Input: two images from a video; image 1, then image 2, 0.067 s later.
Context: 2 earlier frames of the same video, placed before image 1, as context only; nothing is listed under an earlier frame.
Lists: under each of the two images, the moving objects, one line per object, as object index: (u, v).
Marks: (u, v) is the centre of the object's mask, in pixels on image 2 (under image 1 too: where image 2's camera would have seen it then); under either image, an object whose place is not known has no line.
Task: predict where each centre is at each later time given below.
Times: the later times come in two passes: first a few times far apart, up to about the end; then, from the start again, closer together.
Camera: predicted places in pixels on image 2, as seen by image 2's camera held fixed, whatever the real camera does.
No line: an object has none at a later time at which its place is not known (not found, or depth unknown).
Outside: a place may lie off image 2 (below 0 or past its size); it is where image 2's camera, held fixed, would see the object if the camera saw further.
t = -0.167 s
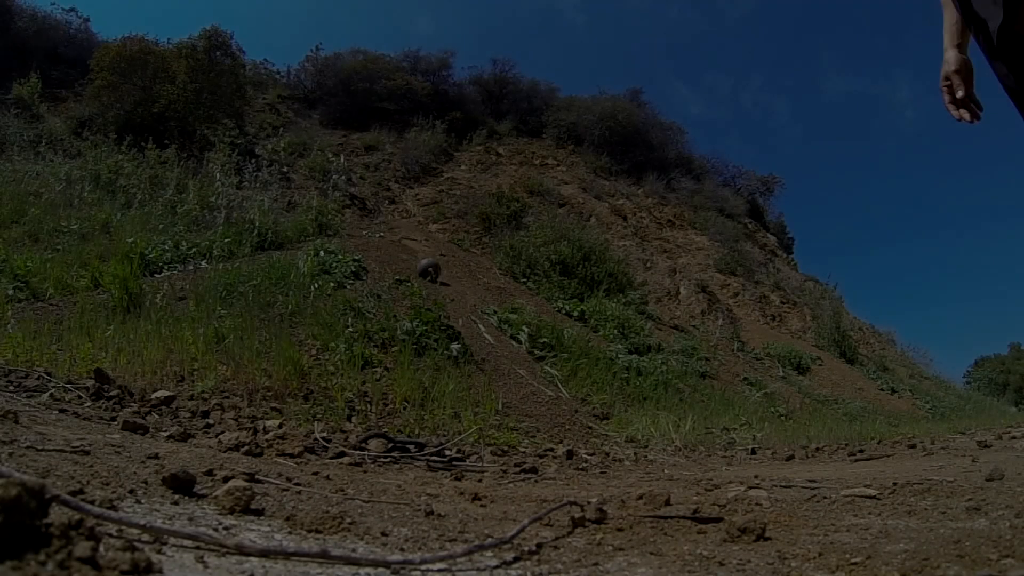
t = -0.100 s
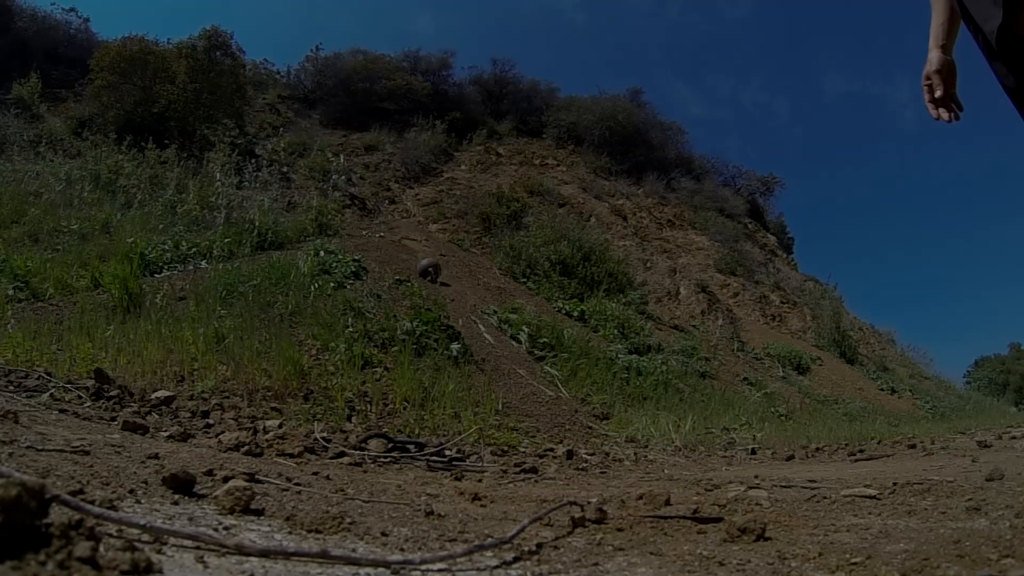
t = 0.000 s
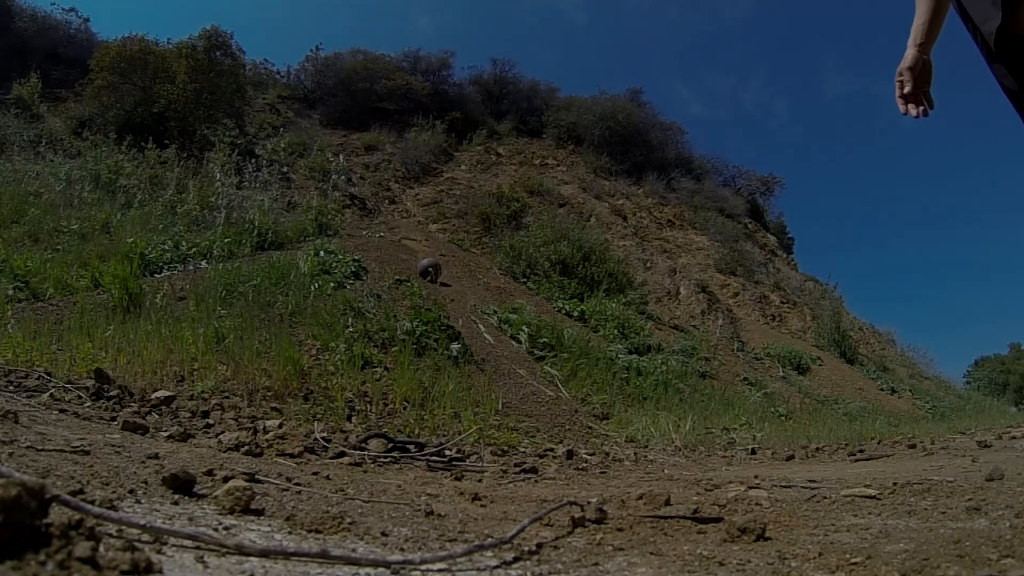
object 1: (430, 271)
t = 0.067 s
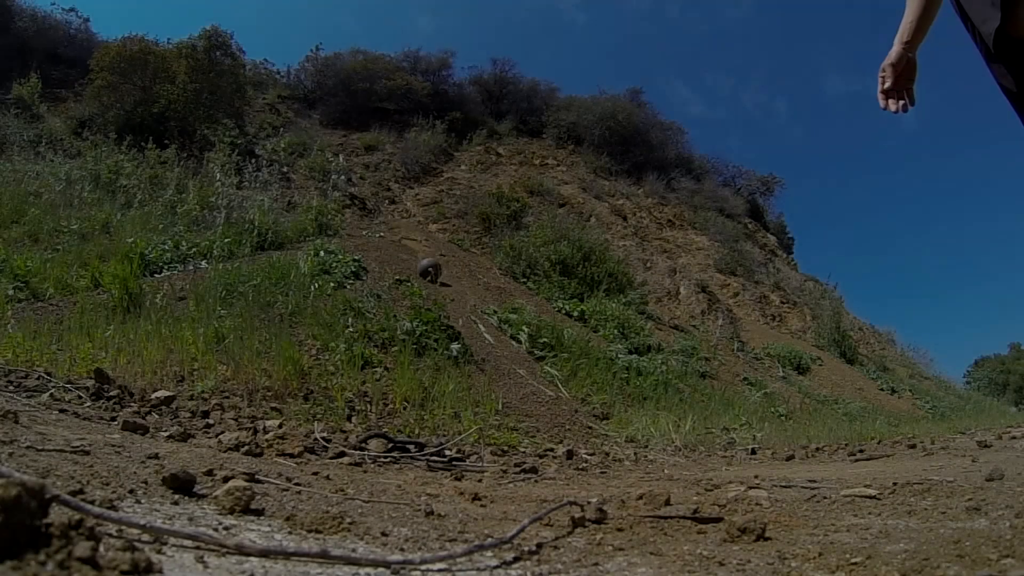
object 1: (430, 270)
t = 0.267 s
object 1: (431, 271)
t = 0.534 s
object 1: (432, 271)
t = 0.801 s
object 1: (433, 273)
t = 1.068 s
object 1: (435, 275)
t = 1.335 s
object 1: (438, 276)
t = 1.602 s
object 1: (441, 278)
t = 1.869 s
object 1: (444, 281)
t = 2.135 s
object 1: (447, 283)
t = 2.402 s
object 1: (451, 287)
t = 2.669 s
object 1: (456, 291)
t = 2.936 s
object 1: (460, 296)
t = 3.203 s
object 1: (465, 302)
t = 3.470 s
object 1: (469, 308)
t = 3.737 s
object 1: (477, 316)
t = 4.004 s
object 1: (484, 326)
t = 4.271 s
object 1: (495, 337)
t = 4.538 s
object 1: (508, 352)
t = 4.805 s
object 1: (523, 367)
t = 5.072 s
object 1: (544, 381)
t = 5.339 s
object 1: (570, 402)
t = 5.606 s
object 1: (606, 413)
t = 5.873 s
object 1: (655, 414)
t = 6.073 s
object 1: (702, 425)
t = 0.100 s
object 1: (430, 271)
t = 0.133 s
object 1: (430, 270)
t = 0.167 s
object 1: (431, 270)
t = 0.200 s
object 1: (430, 271)
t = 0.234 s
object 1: (430, 271)
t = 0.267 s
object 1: (431, 271)
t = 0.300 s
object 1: (431, 271)
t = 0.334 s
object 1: (431, 271)
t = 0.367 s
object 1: (431, 271)
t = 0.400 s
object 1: (431, 271)
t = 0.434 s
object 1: (431, 271)
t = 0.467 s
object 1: (432, 271)
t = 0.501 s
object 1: (432, 271)
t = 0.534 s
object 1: (432, 271)
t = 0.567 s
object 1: (432, 272)
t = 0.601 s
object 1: (432, 272)
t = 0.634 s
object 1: (432, 272)
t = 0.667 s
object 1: (433, 272)
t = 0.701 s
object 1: (433, 273)
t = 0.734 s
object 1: (433, 273)
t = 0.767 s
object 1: (434, 273)
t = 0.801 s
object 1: (433, 273)
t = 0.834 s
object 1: (434, 273)
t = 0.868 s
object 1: (434, 273)
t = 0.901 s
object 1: (434, 274)
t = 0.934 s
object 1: (434, 274)
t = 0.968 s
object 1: (435, 274)
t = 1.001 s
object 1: (435, 274)
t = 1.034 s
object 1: (435, 274)
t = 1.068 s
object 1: (435, 275)
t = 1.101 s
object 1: (436, 275)
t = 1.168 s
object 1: (436, 275)
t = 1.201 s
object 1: (436, 275)
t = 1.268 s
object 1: (437, 276)
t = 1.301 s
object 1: (438, 276)
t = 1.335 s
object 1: (438, 276)
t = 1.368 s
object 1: (438, 276)
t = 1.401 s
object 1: (438, 277)
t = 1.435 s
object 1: (439, 277)
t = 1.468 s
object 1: (439, 277)
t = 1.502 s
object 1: (440, 277)
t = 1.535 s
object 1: (440, 278)
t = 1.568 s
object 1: (440, 278)
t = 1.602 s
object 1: (441, 278)
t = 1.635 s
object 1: (441, 279)
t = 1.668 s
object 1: (441, 279)
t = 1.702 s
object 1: (442, 279)
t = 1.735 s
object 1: (442, 280)
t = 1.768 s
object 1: (442, 280)
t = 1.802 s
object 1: (443, 280)
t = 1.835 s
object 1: (443, 281)
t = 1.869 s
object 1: (444, 281)
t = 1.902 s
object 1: (444, 281)
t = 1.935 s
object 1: (445, 281)
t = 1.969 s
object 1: (445, 282)
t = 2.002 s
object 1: (446, 282)
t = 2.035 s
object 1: (446, 282)
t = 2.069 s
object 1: (447, 283)
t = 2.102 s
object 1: (447, 283)
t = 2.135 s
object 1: (447, 283)
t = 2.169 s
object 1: (448, 284)
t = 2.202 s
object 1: (449, 284)
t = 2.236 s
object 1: (449, 285)
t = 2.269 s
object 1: (449, 285)
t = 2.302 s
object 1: (450, 285)
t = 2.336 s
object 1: (450, 286)
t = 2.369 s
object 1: (451, 286)
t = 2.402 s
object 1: (451, 287)
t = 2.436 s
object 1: (452, 287)
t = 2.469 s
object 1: (452, 289)
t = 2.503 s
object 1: (452, 289)
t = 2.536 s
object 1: (453, 289)
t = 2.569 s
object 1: (454, 290)
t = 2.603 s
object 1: (454, 290)
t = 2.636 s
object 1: (455, 291)
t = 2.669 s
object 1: (456, 291)
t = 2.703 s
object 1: (456, 292)
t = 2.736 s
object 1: (457, 293)
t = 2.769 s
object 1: (457, 293)
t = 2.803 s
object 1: (458, 294)
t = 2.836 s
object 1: (458, 294)
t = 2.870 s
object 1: (459, 295)
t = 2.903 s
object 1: (459, 295)
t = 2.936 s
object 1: (460, 296)
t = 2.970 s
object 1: (461, 297)
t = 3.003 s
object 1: (462, 298)
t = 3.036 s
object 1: (462, 298)
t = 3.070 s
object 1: (462, 299)
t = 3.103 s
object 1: (463, 299)
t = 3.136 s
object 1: (463, 300)
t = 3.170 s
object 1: (464, 301)
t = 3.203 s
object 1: (465, 302)
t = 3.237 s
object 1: (465, 302)
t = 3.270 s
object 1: (466, 303)
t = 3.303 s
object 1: (466, 304)
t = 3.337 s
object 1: (467, 305)
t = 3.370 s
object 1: (468, 306)
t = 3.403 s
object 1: (468, 306)
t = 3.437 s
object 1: (469, 307)
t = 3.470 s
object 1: (469, 308)
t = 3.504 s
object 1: (470, 309)
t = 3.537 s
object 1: (471, 310)
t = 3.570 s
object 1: (472, 311)
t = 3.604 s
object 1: (472, 312)
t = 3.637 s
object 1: (474, 313)
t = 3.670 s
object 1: (475, 313)
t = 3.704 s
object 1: (476, 315)
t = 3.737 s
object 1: (477, 316)
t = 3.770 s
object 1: (477, 317)
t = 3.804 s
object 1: (478, 318)
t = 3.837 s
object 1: (479, 319)
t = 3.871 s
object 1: (480, 320)
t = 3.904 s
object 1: (481, 322)
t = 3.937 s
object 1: (482, 322)
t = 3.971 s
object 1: (484, 324)
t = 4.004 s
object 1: (484, 326)
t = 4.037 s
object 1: (486, 326)
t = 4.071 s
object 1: (487, 328)
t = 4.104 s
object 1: (488, 330)
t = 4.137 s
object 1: (489, 331)
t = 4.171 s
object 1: (491, 333)
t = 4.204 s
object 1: (492, 334)
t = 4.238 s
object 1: (493, 335)
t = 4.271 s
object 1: (495, 337)
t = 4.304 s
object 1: (496, 339)
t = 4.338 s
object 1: (498, 340)
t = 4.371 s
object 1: (499, 342)
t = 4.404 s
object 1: (501, 345)
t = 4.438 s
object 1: (502, 347)
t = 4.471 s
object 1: (504, 348)
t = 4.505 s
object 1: (506, 350)
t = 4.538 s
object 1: (508, 352)
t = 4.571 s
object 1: (509, 354)
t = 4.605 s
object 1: (511, 356)
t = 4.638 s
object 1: (513, 359)
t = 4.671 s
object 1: (515, 360)
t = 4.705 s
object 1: (517, 362)
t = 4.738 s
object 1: (519, 363)
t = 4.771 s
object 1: (521, 365)
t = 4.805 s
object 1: (523, 367)
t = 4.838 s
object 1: (525, 368)
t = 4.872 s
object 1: (528, 370)
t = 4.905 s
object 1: (531, 371)
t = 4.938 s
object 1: (533, 374)
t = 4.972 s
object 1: (536, 375)
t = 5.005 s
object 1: (538, 377)
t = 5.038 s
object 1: (541, 379)
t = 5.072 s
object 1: (544, 381)
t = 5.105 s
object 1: (547, 384)
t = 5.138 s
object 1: (550, 386)
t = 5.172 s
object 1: (553, 389)
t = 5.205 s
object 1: (556, 391)
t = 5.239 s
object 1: (559, 394)
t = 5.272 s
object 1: (563, 397)
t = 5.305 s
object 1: (566, 400)
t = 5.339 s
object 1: (570, 402)
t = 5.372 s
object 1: (574, 405)
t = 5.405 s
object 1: (578, 408)
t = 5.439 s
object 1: (582, 410)
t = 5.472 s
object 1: (587, 412)
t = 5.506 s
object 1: (591, 413)
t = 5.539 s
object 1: (596, 414)
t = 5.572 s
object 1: (601, 414)
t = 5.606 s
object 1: (606, 413)
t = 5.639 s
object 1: (611, 413)
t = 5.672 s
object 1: (617, 412)
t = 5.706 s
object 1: (623, 412)
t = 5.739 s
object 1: (629, 412)
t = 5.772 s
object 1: (635, 412)
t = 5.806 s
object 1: (641, 412)
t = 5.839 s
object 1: (648, 413)
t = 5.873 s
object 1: (655, 414)
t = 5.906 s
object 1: (662, 415)
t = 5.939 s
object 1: (669, 417)
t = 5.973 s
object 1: (677, 418)
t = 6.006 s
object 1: (685, 421)
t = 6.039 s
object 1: (694, 423)
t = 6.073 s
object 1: (702, 425)
